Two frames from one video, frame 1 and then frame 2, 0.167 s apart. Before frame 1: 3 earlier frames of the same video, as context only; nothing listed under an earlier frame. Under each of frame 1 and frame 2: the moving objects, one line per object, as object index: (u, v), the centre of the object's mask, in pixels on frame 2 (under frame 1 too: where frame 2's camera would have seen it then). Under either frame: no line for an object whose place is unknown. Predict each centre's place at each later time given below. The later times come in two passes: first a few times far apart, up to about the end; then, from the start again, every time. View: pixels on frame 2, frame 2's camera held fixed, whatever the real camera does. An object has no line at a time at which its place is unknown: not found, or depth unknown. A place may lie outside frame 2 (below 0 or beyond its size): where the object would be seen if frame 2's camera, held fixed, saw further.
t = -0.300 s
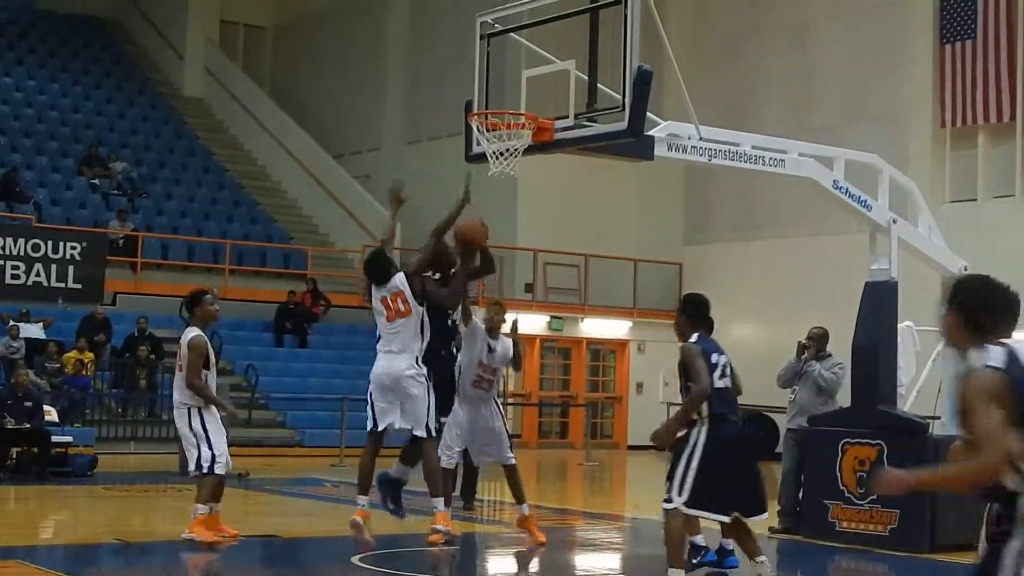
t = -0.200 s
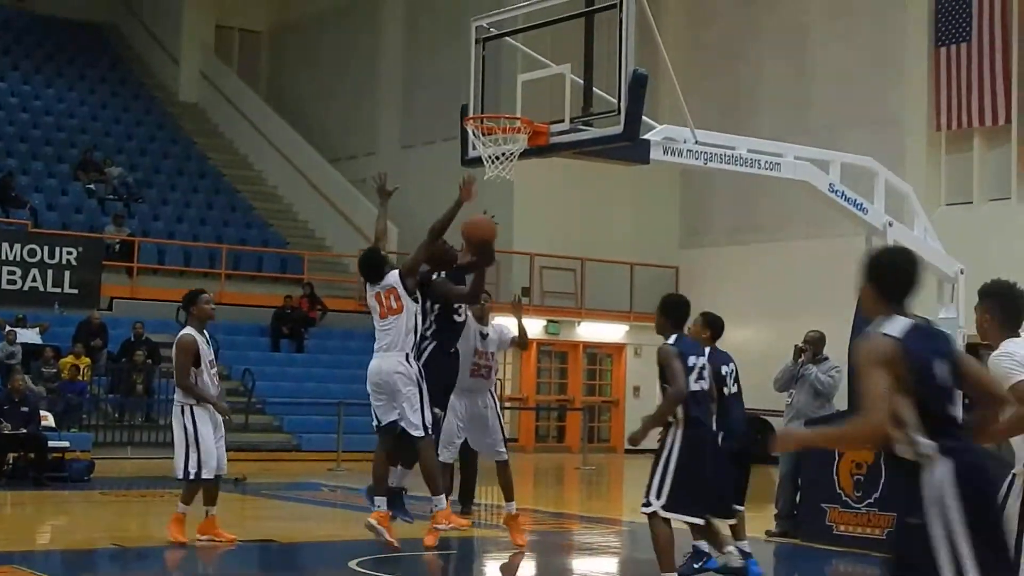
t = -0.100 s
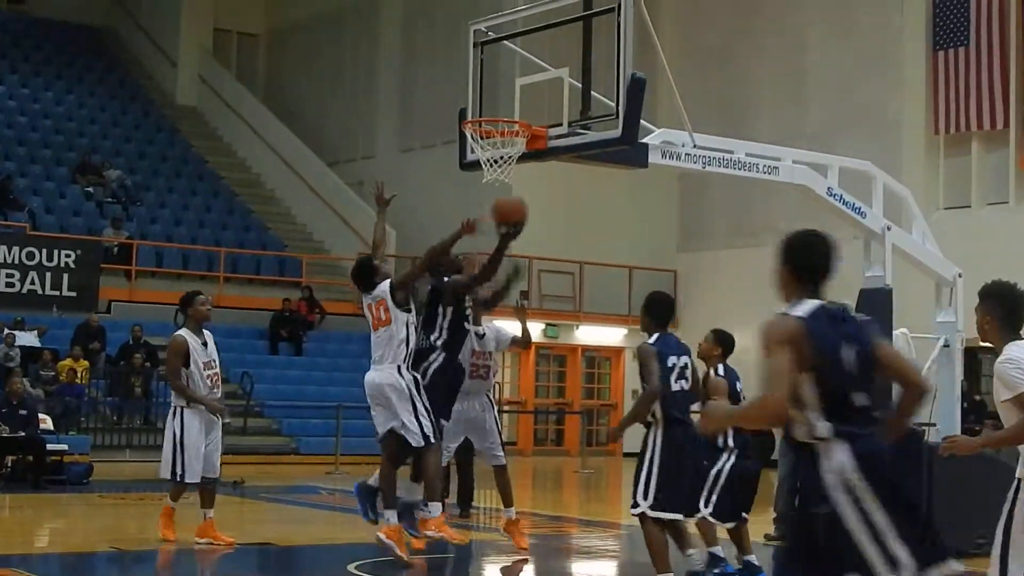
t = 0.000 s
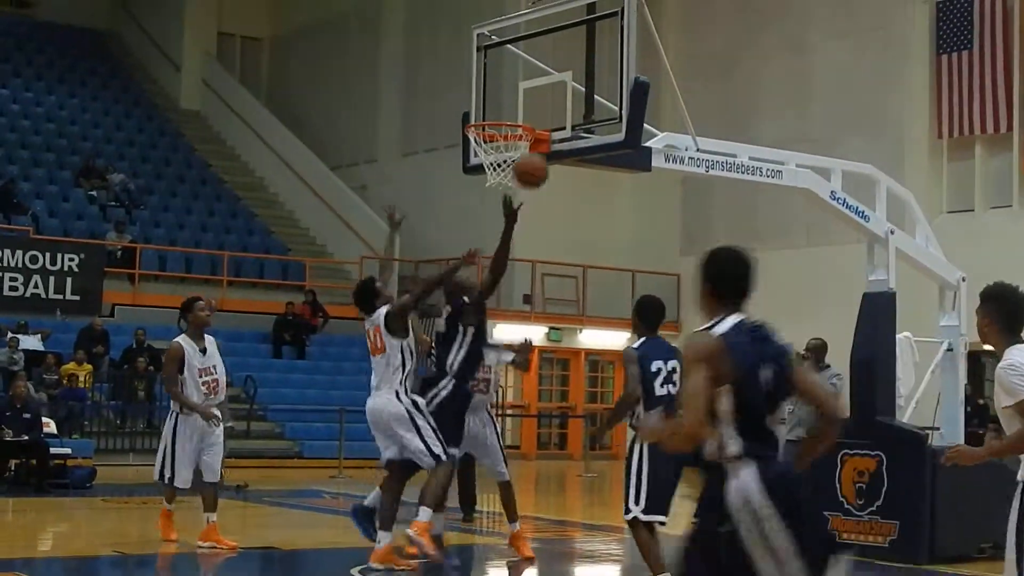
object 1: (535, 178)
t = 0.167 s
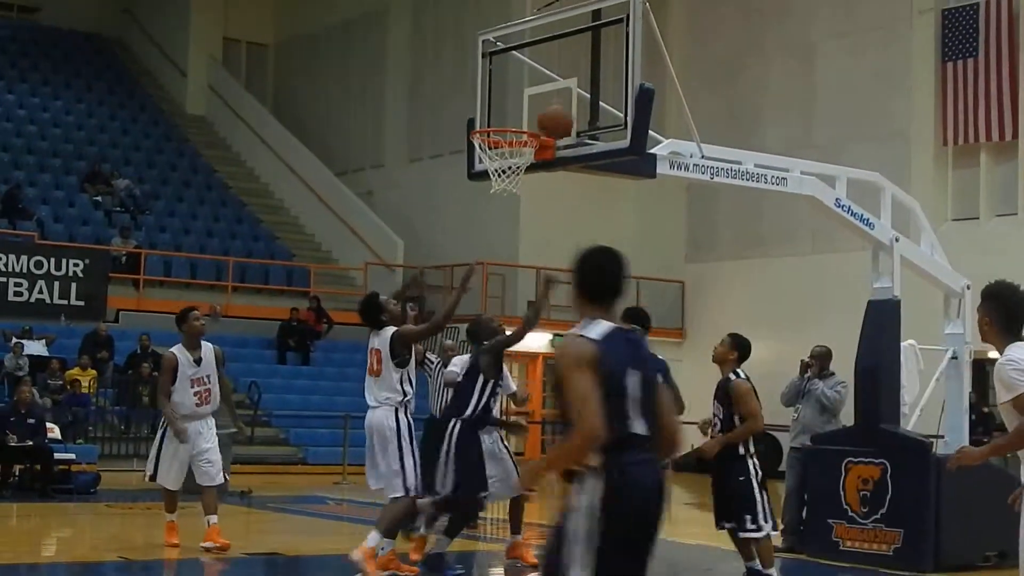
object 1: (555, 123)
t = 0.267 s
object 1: (566, 112)
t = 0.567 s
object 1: (522, 115)
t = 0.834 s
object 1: (496, 150)
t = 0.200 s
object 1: (559, 118)
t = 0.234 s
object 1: (563, 114)
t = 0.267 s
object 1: (566, 112)
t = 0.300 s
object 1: (564, 108)
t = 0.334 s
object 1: (559, 103)
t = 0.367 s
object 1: (553, 102)
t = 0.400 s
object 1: (546, 104)
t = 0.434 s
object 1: (541, 105)
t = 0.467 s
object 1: (536, 108)
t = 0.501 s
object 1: (530, 114)
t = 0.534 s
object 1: (525, 117)
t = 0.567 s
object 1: (522, 115)
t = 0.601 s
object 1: (519, 115)
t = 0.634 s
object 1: (516, 116)
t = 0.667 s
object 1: (514, 118)
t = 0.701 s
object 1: (511, 119)
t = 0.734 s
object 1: (506, 122)
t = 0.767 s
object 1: (504, 141)
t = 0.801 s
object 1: (501, 146)
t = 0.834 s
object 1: (496, 150)
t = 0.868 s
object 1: (495, 171)
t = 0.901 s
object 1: (491, 184)
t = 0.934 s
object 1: (492, 193)
